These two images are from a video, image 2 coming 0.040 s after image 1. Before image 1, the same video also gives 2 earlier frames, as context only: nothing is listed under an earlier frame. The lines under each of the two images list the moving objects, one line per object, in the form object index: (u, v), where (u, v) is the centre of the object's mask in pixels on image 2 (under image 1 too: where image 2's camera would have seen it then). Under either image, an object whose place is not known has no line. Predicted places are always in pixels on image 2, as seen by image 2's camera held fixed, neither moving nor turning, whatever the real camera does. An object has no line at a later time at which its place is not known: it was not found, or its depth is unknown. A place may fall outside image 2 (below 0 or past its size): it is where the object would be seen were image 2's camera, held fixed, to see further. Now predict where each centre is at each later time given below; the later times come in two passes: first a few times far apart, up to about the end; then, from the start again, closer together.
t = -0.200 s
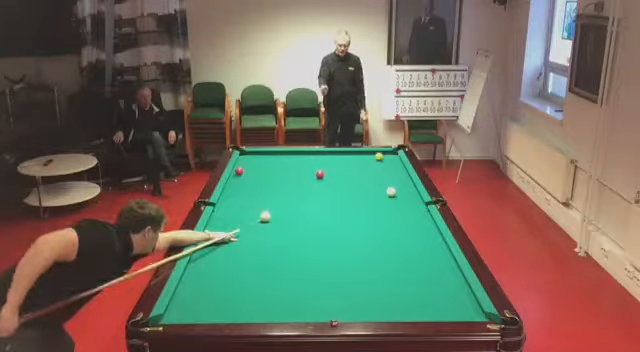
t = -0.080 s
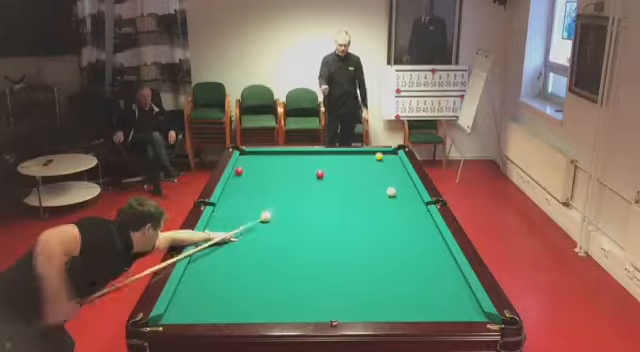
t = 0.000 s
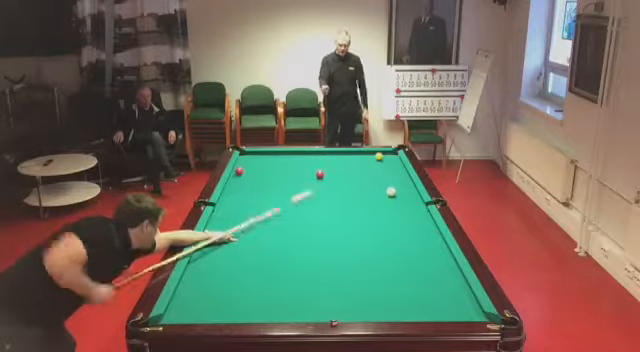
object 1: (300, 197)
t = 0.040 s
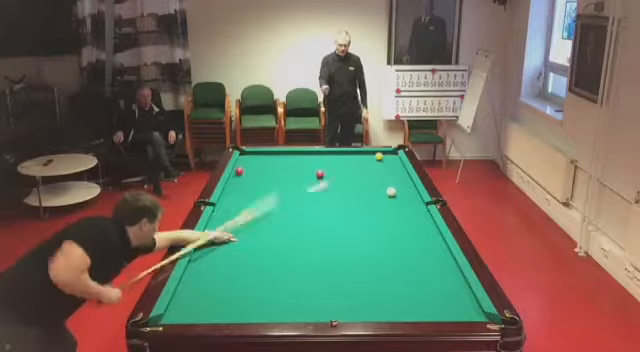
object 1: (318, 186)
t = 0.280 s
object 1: (370, 156)
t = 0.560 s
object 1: (353, 152)
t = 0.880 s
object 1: (339, 154)
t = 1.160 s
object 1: (327, 156)
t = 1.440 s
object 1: (314, 159)
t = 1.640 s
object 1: (304, 161)
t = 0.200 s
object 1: (369, 161)
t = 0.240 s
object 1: (372, 157)
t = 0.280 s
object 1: (370, 156)
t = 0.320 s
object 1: (367, 155)
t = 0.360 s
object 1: (364, 155)
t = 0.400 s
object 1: (362, 155)
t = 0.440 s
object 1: (360, 154)
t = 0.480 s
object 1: (358, 153)
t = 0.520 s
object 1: (356, 152)
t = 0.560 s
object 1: (353, 152)
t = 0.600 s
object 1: (352, 152)
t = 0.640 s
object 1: (350, 152)
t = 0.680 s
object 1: (348, 152)
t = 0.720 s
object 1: (346, 153)
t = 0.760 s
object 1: (344, 153)
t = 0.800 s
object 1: (342, 153)
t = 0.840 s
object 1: (341, 153)
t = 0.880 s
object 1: (339, 154)
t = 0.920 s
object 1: (337, 155)
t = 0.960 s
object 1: (335, 155)
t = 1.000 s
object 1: (333, 155)
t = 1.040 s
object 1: (332, 155)
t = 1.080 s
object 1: (330, 156)
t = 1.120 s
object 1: (328, 156)
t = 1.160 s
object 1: (327, 156)
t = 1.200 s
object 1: (325, 156)
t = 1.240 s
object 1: (323, 157)
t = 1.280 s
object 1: (322, 157)
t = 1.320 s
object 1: (319, 158)
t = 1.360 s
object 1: (318, 158)
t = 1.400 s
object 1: (315, 159)
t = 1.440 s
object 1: (314, 159)
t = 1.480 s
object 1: (314, 159)
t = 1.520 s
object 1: (311, 160)
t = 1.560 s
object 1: (308, 160)
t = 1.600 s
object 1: (307, 160)
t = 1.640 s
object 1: (304, 161)
